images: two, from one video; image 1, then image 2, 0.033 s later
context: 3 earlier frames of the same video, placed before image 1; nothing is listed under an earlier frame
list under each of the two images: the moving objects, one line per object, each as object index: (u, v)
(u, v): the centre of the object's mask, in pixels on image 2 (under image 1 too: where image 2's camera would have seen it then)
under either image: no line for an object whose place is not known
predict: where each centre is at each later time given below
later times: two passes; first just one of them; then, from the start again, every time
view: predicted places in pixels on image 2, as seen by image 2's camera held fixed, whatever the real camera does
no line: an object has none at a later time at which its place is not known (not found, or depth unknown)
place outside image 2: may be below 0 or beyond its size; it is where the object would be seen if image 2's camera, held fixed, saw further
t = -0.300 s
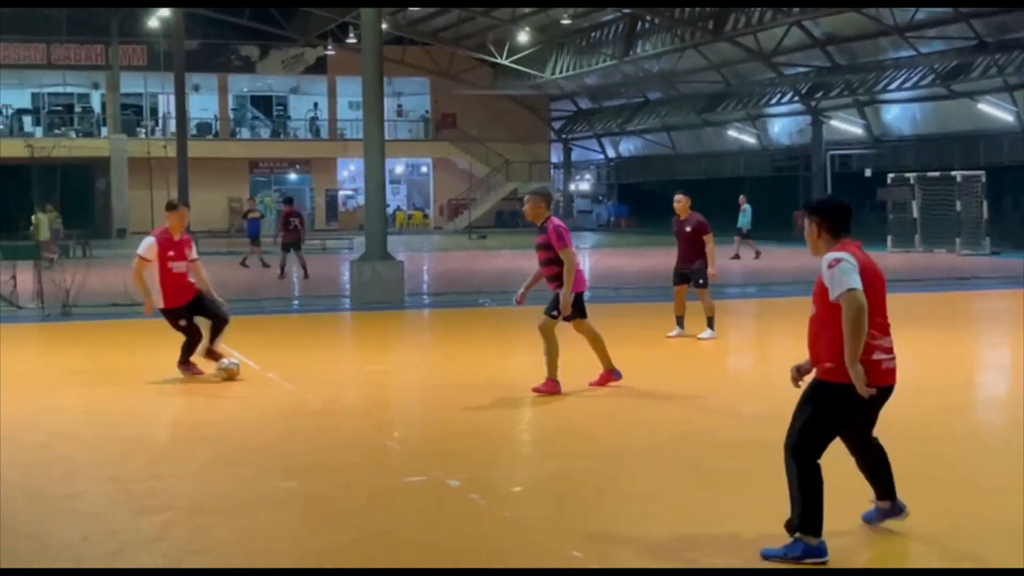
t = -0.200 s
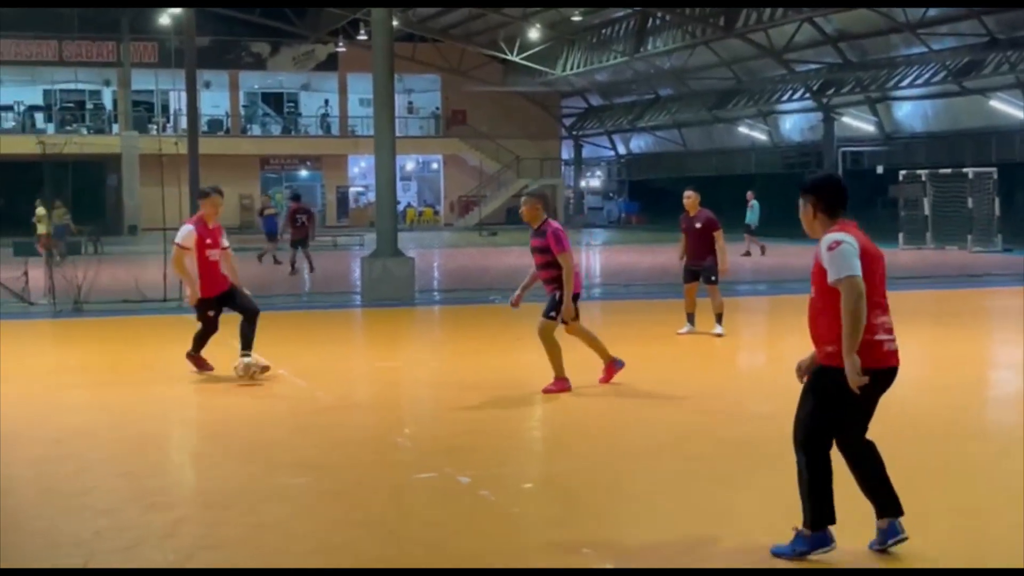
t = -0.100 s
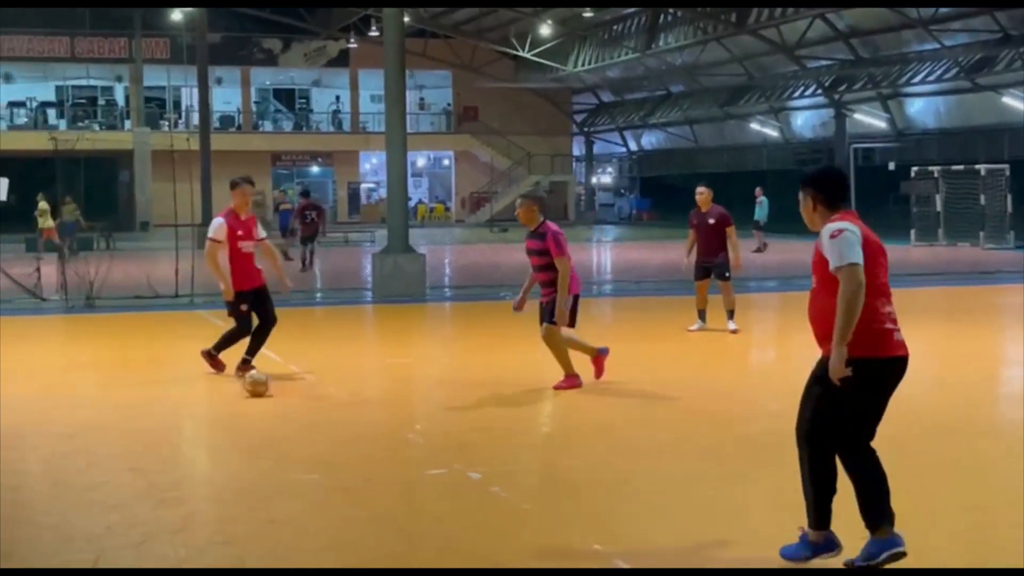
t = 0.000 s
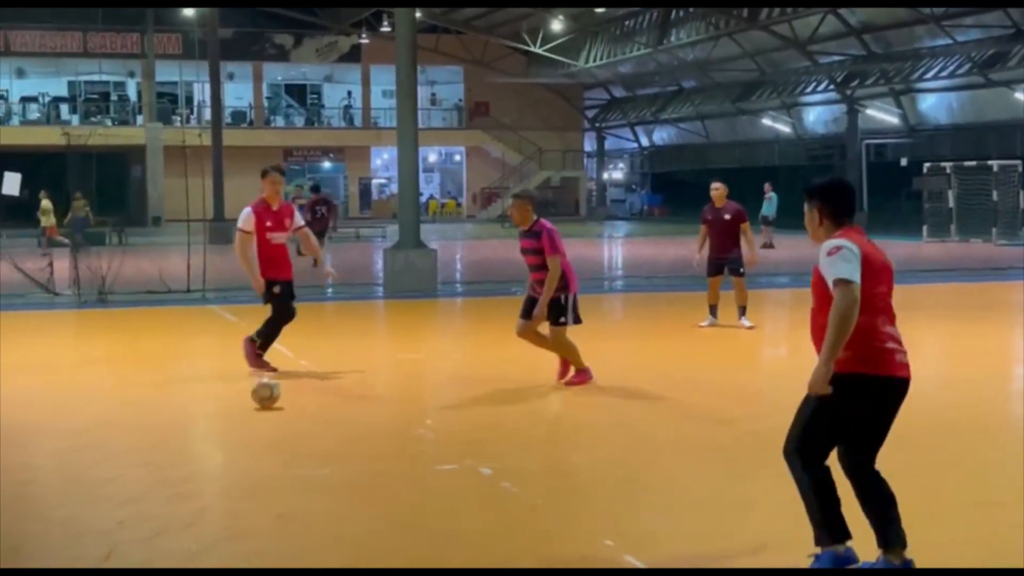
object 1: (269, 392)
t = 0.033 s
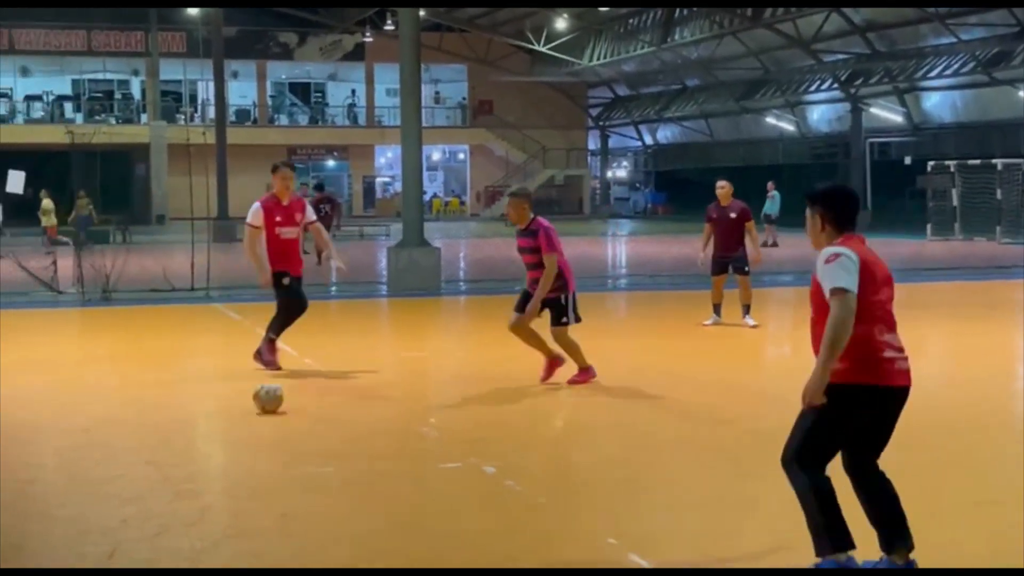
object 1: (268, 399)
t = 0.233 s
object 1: (261, 435)
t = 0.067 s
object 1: (267, 404)
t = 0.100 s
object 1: (266, 409)
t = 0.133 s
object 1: (265, 417)
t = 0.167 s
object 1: (264, 422)
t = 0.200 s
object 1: (263, 428)
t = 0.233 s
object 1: (261, 435)
